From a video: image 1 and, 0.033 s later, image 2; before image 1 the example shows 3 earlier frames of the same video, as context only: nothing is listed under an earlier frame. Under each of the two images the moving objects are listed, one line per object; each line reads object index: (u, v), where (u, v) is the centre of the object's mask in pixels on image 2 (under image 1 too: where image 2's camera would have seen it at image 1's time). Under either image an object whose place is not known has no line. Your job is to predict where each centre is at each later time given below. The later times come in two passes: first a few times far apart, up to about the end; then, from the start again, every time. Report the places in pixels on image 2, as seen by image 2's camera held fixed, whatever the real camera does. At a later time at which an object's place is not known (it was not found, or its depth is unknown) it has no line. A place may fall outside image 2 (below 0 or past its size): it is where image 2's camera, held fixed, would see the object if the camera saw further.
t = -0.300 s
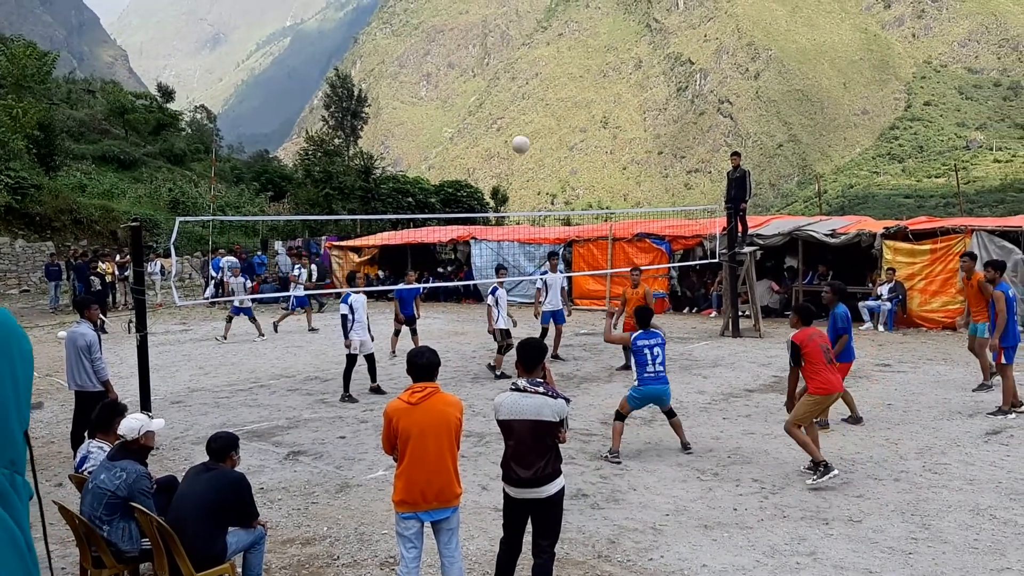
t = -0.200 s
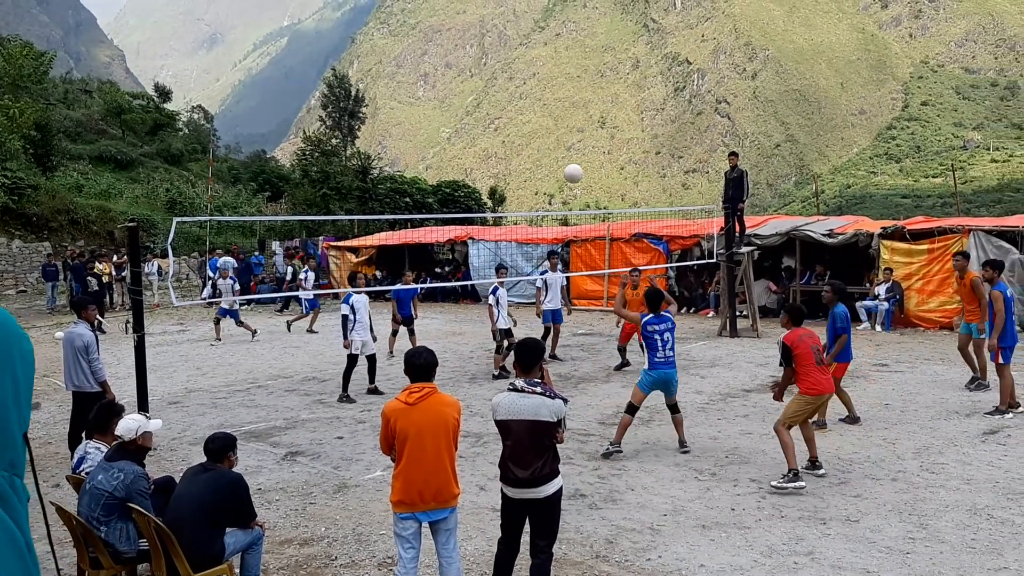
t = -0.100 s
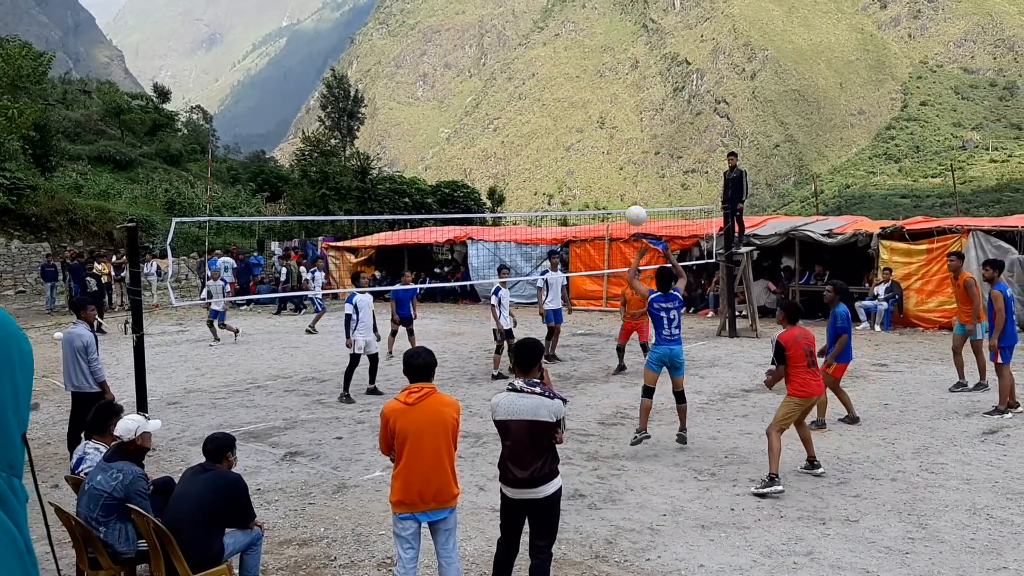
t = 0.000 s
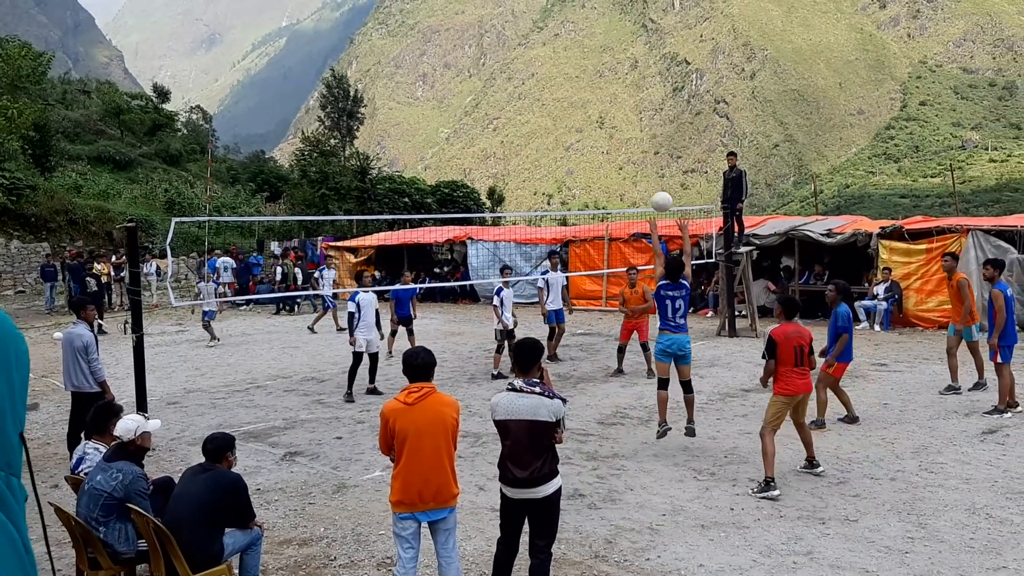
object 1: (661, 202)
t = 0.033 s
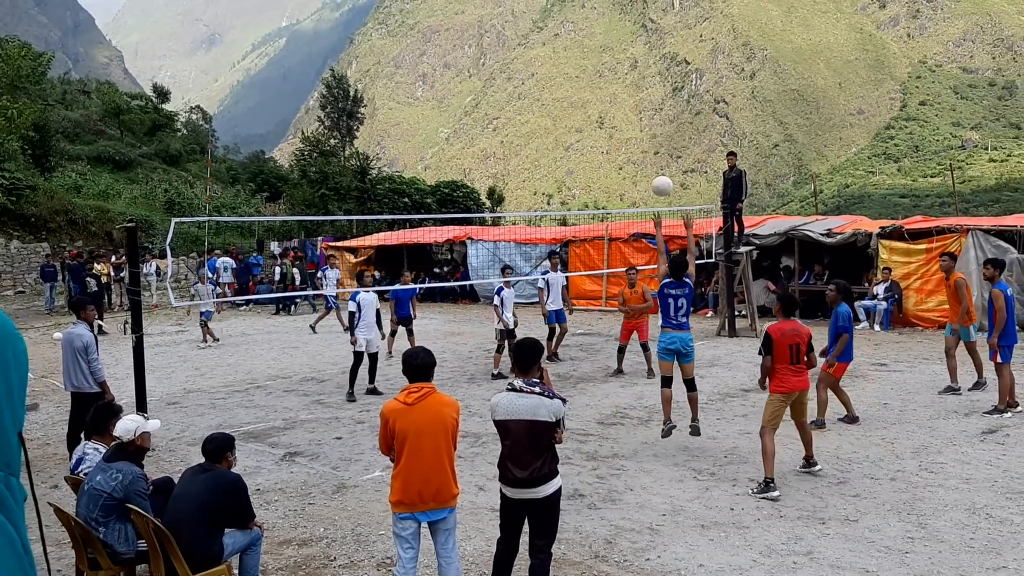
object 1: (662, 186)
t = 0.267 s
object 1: (666, 114)
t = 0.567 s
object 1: (670, 101)
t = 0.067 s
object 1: (662, 172)
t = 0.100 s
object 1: (663, 159)
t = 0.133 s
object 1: (663, 147)
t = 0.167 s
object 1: (664, 137)
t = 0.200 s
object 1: (665, 128)
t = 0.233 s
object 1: (665, 120)
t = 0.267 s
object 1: (666, 114)
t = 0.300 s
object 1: (666, 108)
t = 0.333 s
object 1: (666, 104)
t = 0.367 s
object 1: (667, 101)
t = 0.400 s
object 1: (667, 98)
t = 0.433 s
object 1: (668, 97)
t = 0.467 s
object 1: (668, 97)
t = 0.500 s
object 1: (669, 97)
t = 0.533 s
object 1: (670, 99)
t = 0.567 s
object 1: (670, 101)
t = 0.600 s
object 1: (671, 105)
